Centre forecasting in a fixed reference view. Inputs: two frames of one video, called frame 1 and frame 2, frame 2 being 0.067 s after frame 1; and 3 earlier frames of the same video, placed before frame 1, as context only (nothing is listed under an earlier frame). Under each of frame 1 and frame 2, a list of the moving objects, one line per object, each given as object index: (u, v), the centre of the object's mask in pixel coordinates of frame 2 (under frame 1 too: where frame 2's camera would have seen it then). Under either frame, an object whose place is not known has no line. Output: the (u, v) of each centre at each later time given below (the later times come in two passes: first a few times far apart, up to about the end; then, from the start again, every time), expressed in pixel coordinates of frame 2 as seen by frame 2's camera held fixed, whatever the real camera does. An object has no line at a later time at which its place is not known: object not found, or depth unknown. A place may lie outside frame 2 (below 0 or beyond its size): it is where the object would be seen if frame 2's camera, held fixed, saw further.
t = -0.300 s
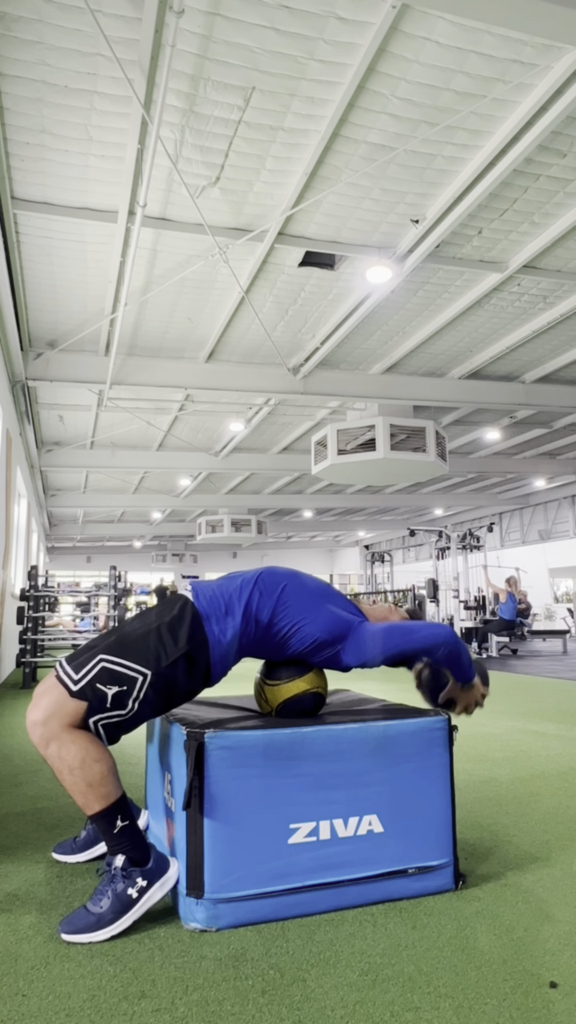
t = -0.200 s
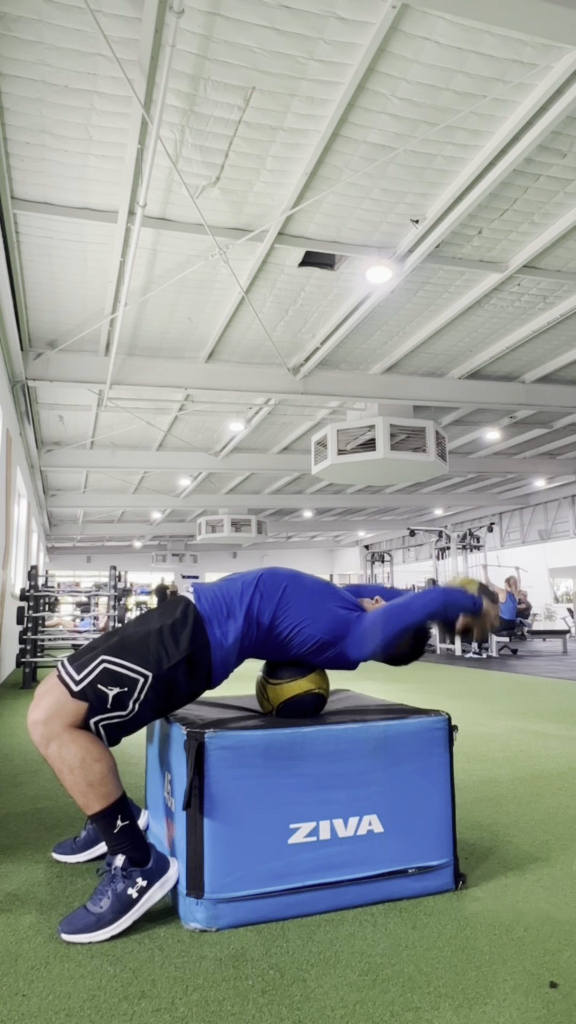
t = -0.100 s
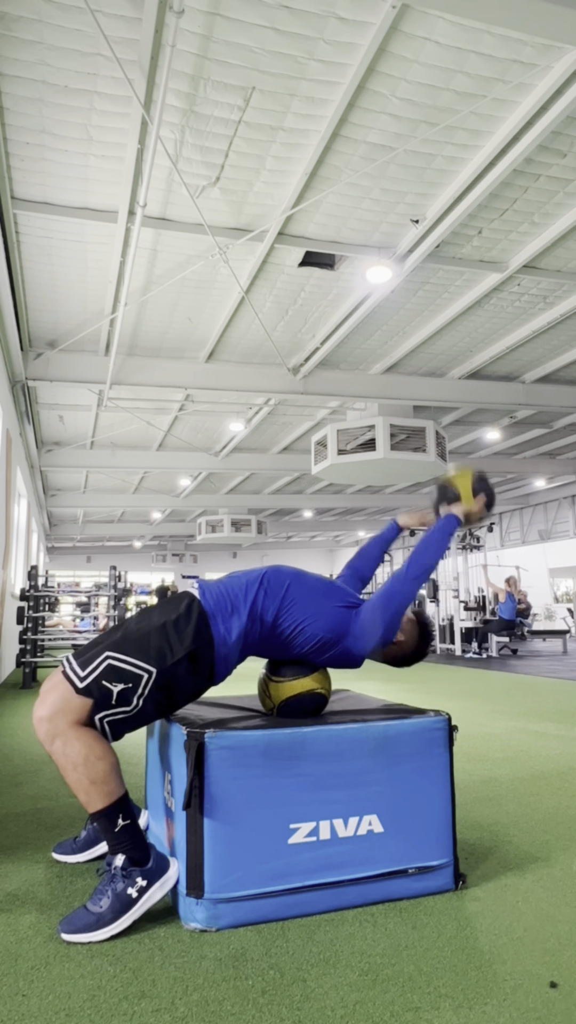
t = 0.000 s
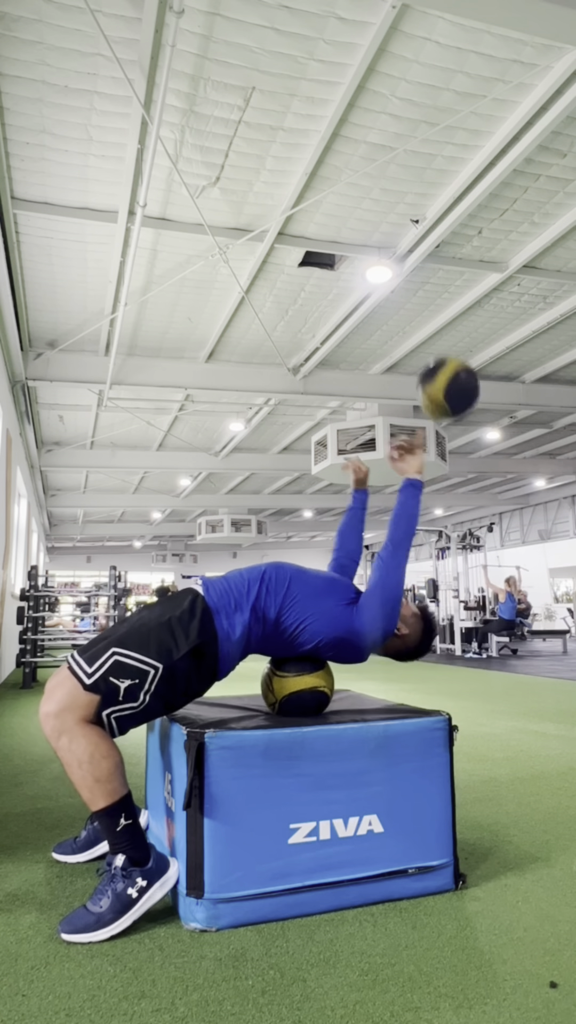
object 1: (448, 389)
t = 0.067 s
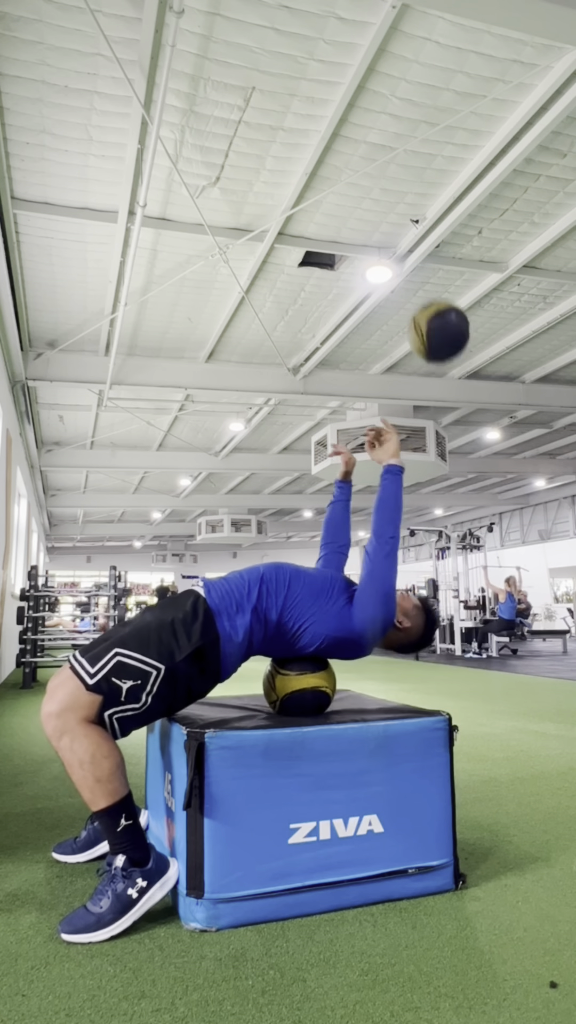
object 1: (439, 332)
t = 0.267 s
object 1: (415, 230)
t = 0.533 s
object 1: (387, 254)
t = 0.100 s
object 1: (435, 308)
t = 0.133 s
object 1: (431, 287)
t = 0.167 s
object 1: (426, 269)
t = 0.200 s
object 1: (422, 252)
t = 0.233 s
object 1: (419, 240)
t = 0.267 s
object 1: (415, 230)
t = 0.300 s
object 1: (411, 223)
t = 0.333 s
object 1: (408, 219)
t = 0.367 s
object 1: (404, 218)
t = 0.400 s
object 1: (401, 219)
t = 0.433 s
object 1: (397, 224)
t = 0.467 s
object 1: (394, 230)
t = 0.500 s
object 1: (391, 240)
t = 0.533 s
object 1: (387, 254)
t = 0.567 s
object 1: (384, 270)
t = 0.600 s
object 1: (381, 289)
